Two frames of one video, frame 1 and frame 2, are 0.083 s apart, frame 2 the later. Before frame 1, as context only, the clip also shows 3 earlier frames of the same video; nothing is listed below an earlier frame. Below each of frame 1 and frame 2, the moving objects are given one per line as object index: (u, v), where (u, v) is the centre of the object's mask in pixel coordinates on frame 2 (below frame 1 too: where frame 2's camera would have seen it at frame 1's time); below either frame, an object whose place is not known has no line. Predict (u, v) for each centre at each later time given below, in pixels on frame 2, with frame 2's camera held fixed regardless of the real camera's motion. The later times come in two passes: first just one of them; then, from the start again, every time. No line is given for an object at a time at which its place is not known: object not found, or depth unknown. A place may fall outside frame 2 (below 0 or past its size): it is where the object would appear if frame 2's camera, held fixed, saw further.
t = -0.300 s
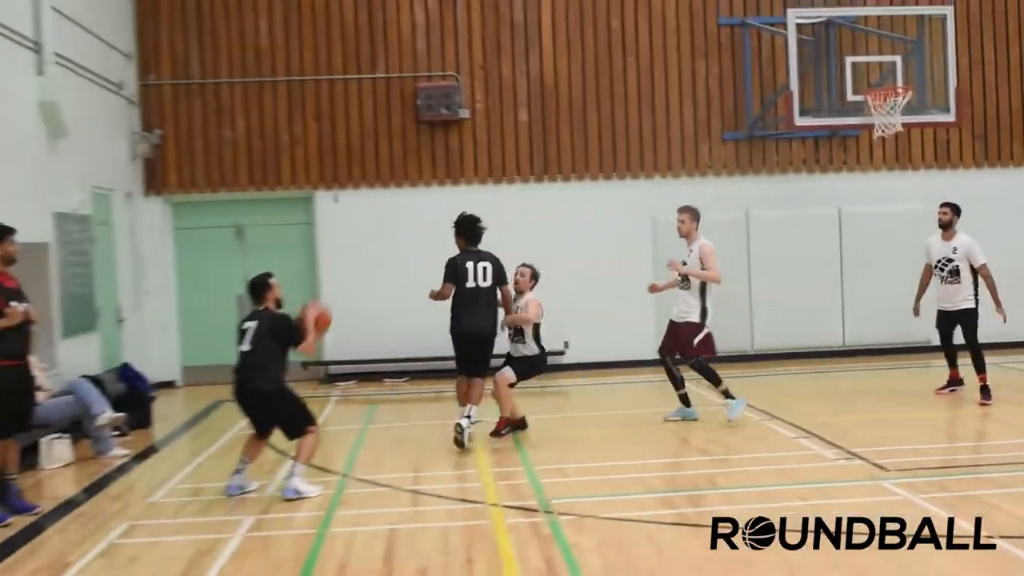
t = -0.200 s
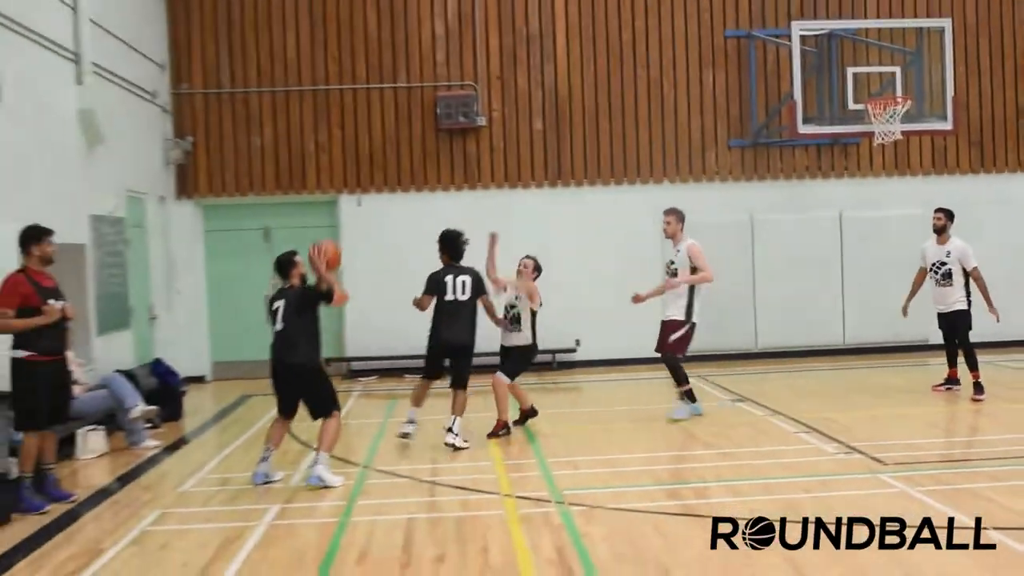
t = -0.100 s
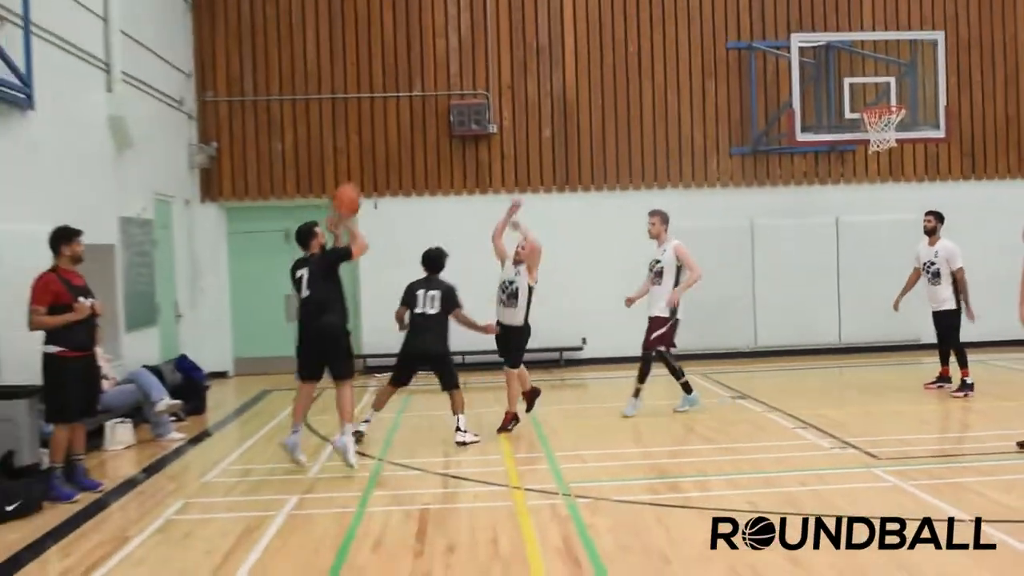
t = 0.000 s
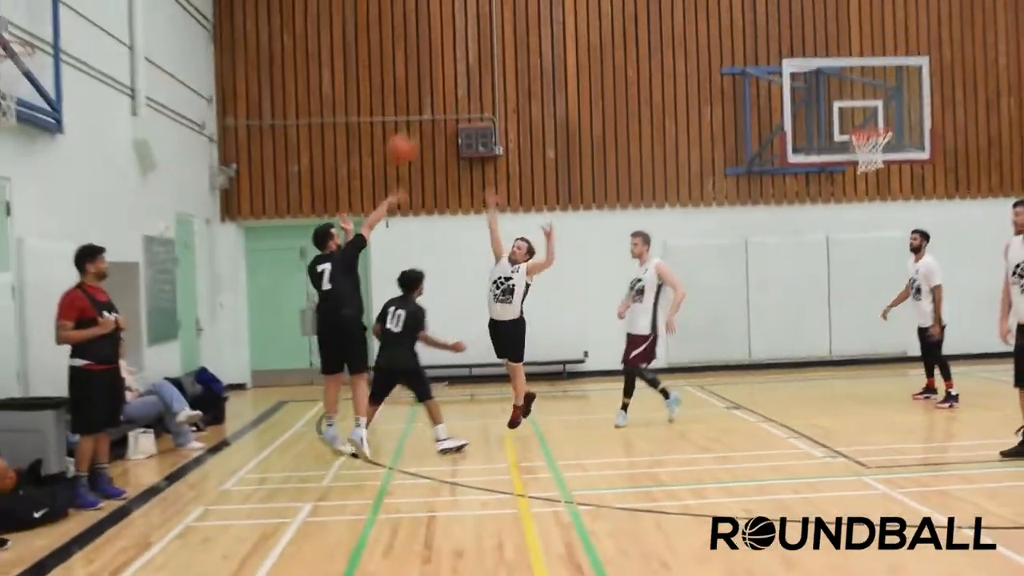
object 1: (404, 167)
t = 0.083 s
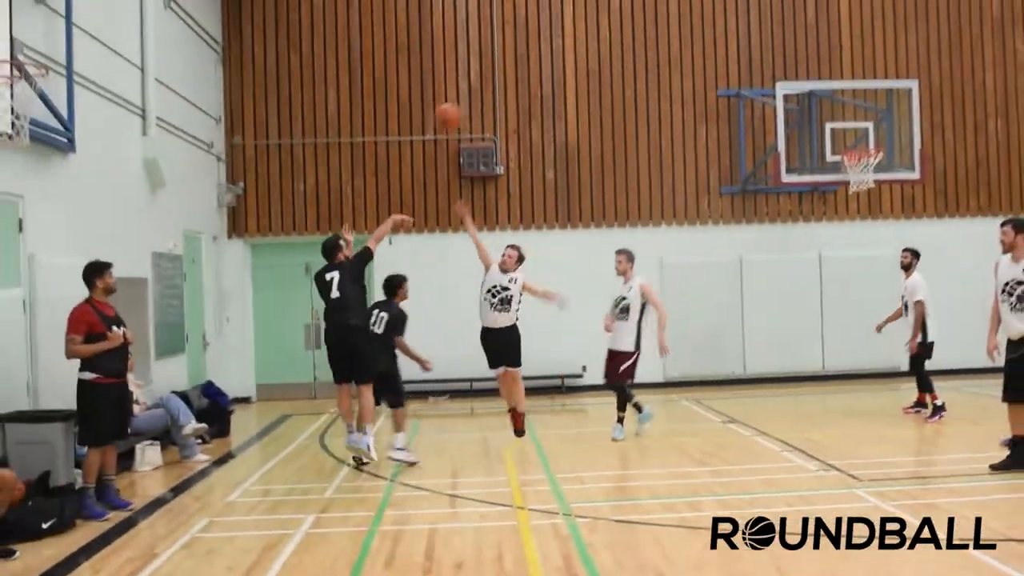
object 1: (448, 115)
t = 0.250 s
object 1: (530, 45)
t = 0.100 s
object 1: (457, 106)
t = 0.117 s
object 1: (466, 99)
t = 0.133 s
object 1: (474, 91)
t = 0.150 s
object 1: (483, 82)
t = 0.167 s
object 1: (491, 74)
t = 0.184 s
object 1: (500, 69)
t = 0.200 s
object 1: (507, 62)
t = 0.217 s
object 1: (515, 56)
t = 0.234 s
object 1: (523, 50)
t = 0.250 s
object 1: (530, 45)
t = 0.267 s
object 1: (537, 40)
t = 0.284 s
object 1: (545, 35)
